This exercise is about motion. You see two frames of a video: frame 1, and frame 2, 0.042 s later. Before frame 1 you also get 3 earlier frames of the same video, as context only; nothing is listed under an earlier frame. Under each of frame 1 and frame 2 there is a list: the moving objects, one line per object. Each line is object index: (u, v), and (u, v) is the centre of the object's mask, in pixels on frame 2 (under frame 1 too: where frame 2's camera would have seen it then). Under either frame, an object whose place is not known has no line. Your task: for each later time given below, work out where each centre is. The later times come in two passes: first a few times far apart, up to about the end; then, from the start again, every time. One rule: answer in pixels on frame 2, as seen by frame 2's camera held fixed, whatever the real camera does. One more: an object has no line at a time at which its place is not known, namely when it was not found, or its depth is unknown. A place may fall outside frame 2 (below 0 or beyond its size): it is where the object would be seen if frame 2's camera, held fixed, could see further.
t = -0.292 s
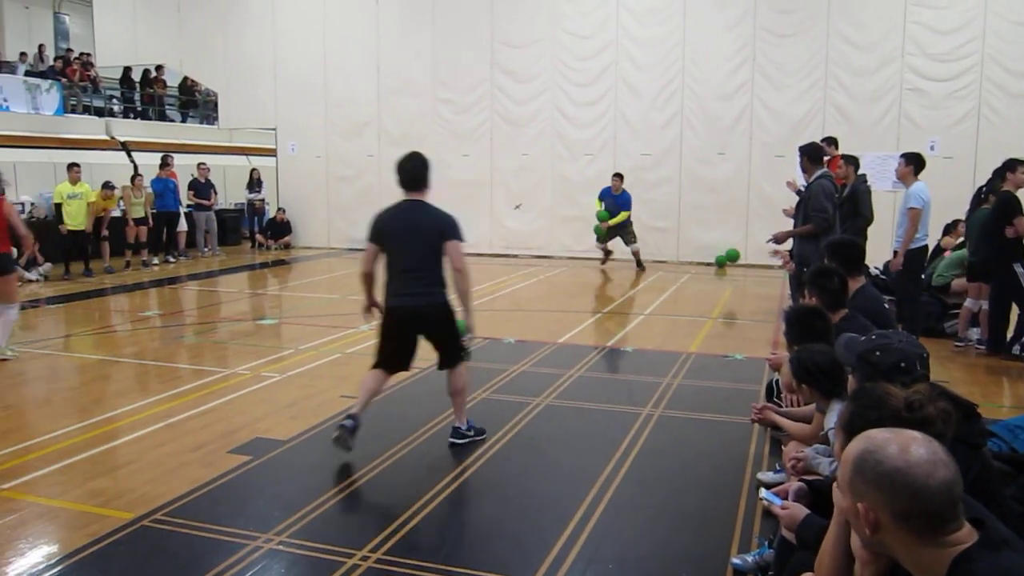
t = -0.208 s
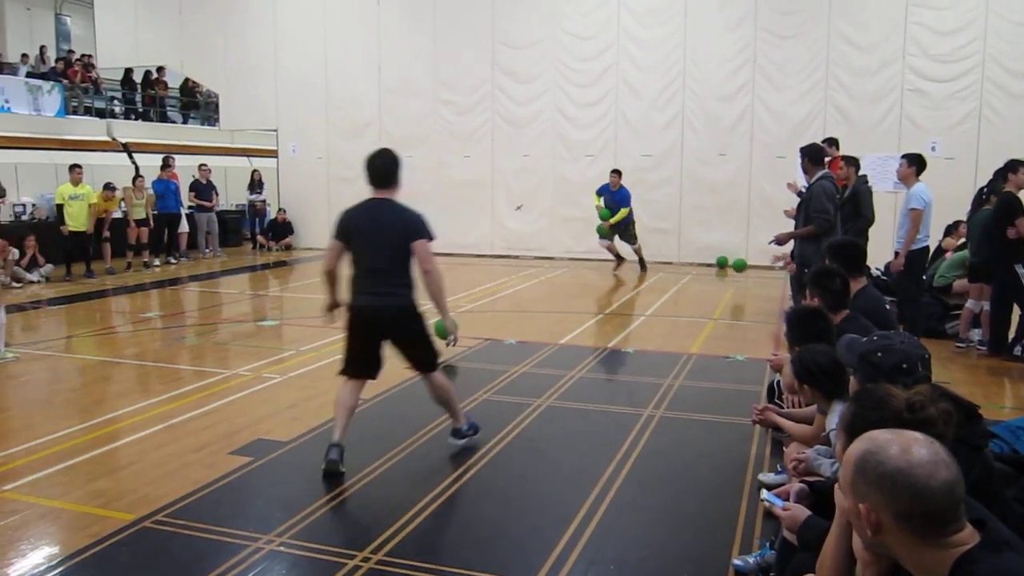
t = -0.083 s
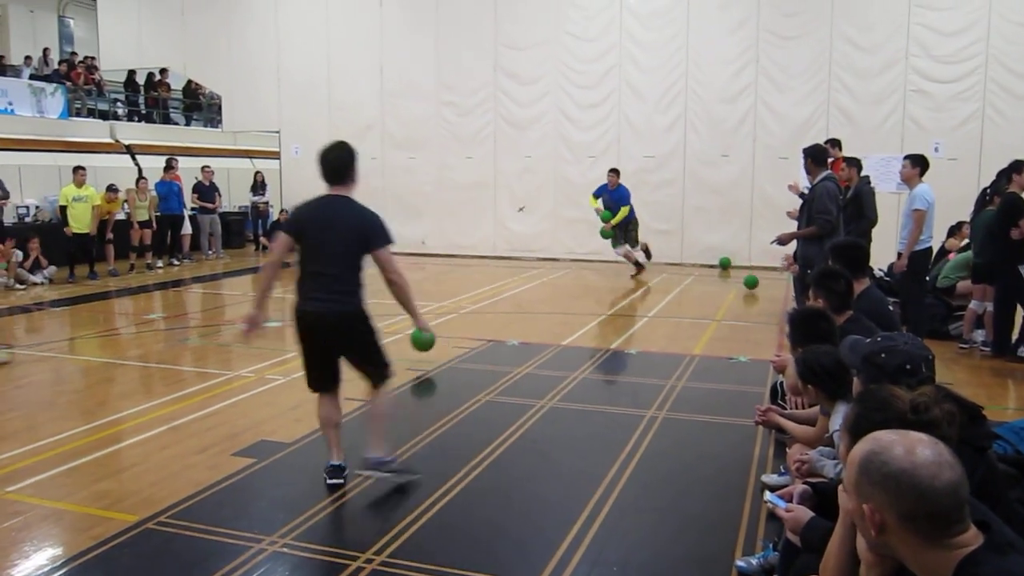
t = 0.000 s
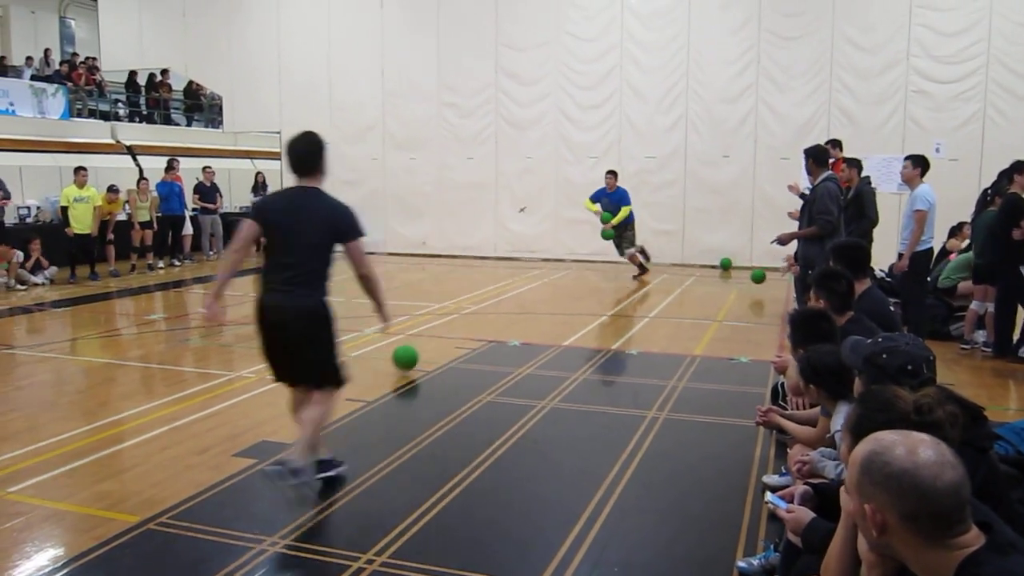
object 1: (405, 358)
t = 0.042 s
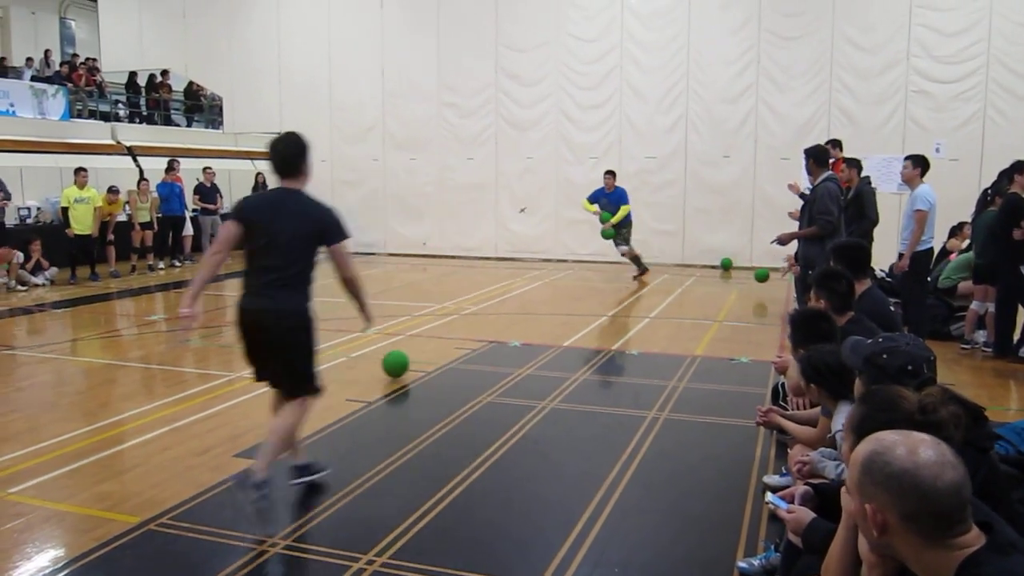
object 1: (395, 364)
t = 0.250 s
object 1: (341, 385)
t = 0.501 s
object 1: (258, 424)
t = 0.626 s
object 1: (208, 449)
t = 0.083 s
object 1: (385, 363)
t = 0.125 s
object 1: (375, 365)
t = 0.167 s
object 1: (364, 369)
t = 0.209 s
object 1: (352, 376)
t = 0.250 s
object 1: (341, 385)
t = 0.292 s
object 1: (328, 395)
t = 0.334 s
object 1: (316, 396)
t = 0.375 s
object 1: (302, 400)
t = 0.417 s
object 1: (288, 407)
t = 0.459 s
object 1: (274, 418)
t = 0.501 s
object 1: (258, 424)
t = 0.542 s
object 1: (242, 429)
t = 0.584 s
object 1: (225, 437)
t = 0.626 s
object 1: (208, 449)
